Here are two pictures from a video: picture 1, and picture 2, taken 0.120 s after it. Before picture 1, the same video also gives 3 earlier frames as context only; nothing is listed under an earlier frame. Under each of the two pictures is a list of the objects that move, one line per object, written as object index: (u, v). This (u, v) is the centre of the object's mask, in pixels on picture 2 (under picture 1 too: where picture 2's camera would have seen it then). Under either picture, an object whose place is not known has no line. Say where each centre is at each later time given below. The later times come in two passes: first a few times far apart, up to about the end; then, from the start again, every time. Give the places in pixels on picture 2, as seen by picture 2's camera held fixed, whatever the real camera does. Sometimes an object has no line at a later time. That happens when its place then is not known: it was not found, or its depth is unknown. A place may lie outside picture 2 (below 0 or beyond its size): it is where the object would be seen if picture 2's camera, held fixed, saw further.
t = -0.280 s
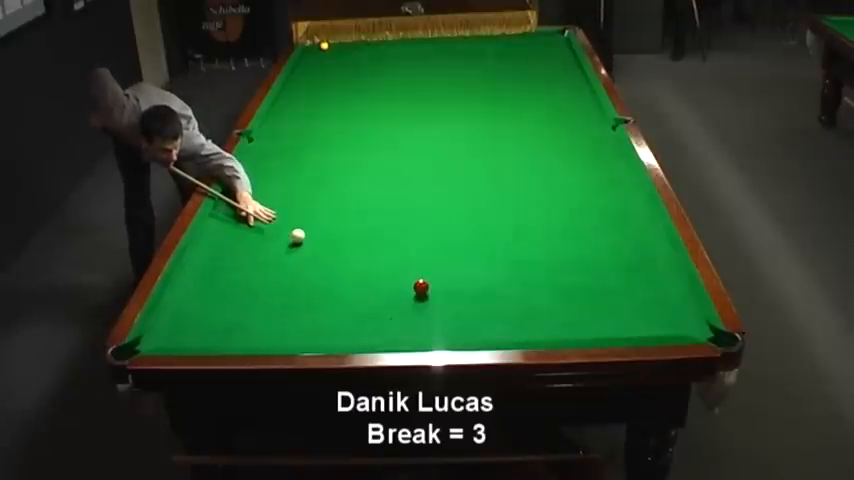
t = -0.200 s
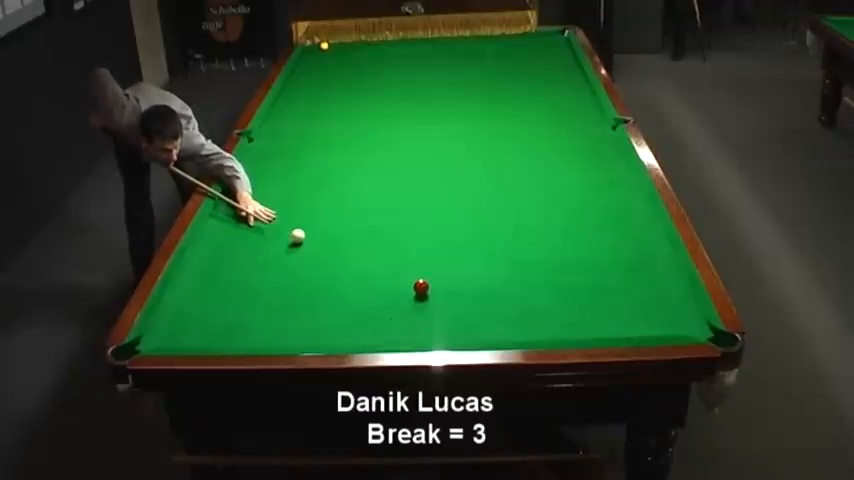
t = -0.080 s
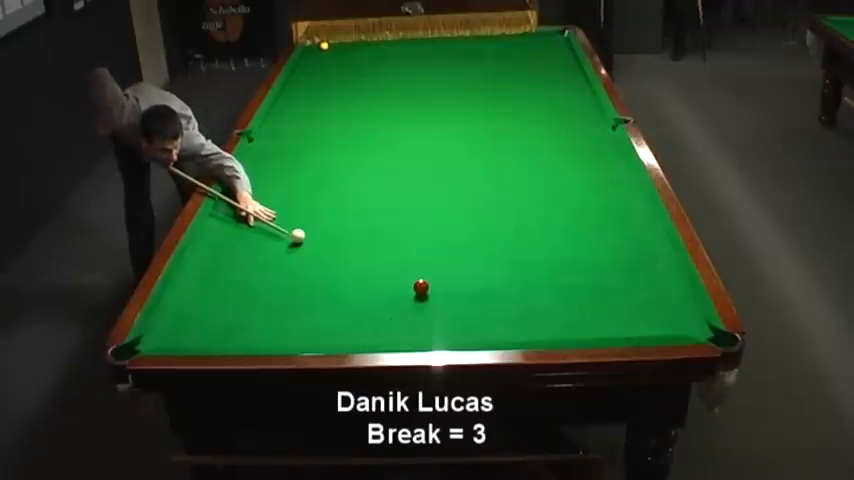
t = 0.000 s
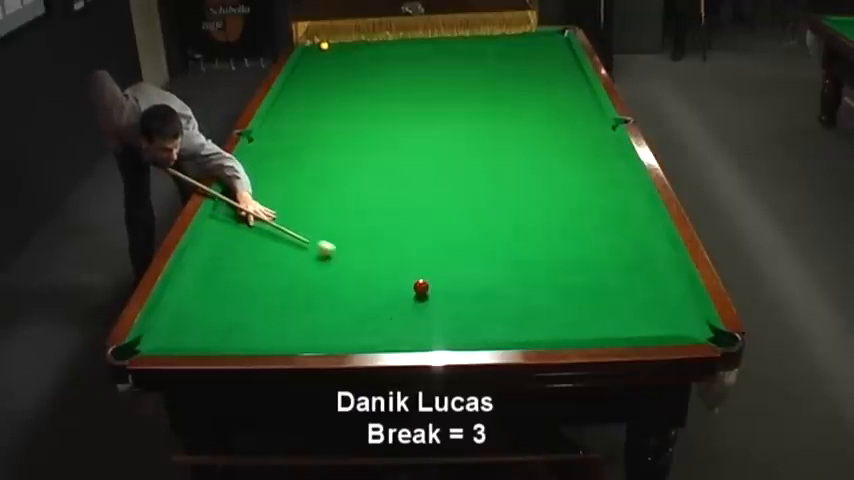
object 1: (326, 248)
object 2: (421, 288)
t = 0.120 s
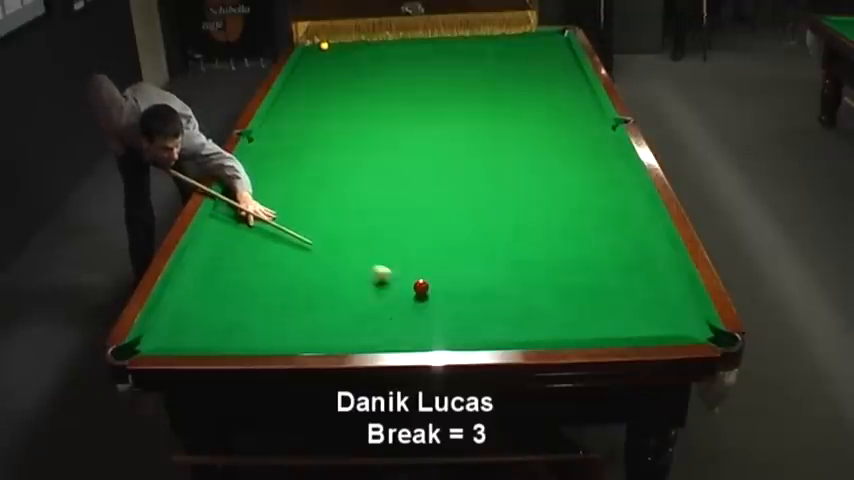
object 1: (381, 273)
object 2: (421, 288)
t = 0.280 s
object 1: (400, 295)
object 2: (473, 298)
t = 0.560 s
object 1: (386, 316)
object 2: (591, 318)
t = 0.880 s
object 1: (371, 337)
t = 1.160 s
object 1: (358, 328)
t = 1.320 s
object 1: (352, 322)
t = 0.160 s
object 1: (399, 282)
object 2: (421, 288)
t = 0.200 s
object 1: (404, 288)
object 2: (435, 290)
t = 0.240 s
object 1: (402, 291)
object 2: (455, 294)
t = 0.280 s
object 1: (400, 295)
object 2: (473, 298)
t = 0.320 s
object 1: (398, 298)
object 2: (491, 301)
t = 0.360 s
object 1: (396, 301)
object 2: (508, 304)
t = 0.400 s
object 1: (394, 304)
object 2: (525, 306)
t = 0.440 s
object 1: (392, 307)
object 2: (541, 309)
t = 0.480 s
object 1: (391, 310)
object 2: (558, 313)
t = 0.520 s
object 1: (389, 313)
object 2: (574, 316)
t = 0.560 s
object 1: (386, 316)
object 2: (591, 318)
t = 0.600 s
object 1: (384, 319)
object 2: (607, 321)
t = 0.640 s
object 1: (382, 322)
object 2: (623, 324)
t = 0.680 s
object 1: (380, 325)
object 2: (639, 326)
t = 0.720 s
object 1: (378, 327)
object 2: (656, 328)
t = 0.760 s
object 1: (377, 330)
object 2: (672, 329)
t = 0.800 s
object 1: (374, 333)
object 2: (689, 331)
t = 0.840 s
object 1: (373, 335)
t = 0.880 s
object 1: (371, 337)
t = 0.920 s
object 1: (369, 337)
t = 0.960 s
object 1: (367, 336)
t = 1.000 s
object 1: (365, 334)
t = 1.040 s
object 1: (363, 333)
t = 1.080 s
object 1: (362, 332)
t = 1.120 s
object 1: (360, 331)
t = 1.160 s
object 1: (358, 328)
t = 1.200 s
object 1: (356, 327)
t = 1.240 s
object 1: (355, 326)
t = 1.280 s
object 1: (353, 324)
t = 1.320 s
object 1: (352, 322)
